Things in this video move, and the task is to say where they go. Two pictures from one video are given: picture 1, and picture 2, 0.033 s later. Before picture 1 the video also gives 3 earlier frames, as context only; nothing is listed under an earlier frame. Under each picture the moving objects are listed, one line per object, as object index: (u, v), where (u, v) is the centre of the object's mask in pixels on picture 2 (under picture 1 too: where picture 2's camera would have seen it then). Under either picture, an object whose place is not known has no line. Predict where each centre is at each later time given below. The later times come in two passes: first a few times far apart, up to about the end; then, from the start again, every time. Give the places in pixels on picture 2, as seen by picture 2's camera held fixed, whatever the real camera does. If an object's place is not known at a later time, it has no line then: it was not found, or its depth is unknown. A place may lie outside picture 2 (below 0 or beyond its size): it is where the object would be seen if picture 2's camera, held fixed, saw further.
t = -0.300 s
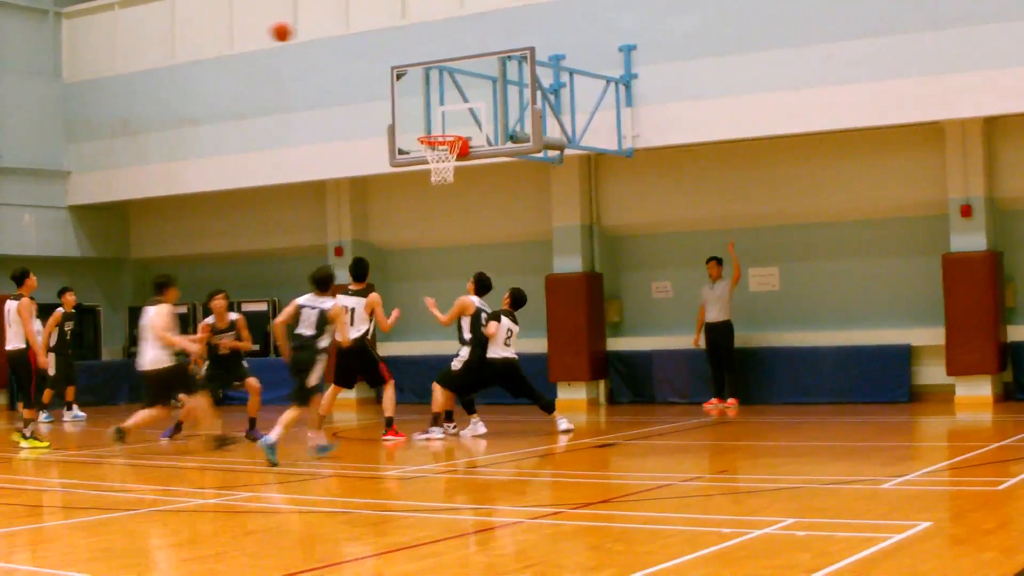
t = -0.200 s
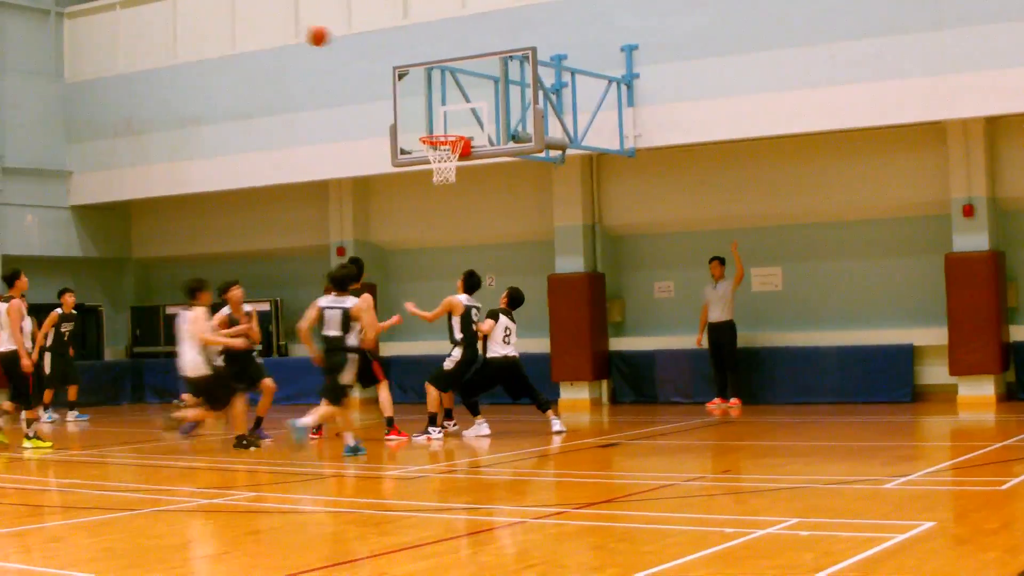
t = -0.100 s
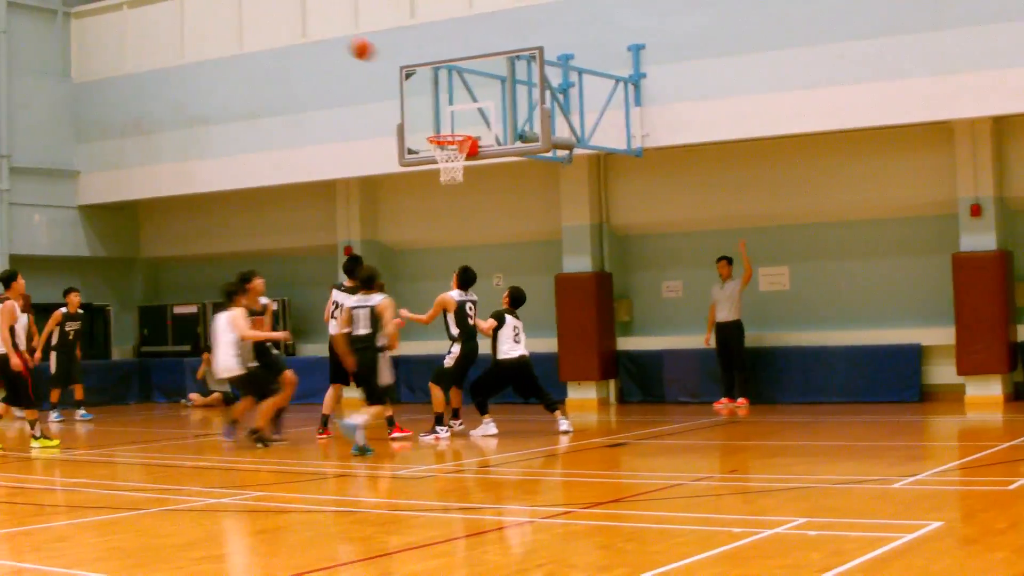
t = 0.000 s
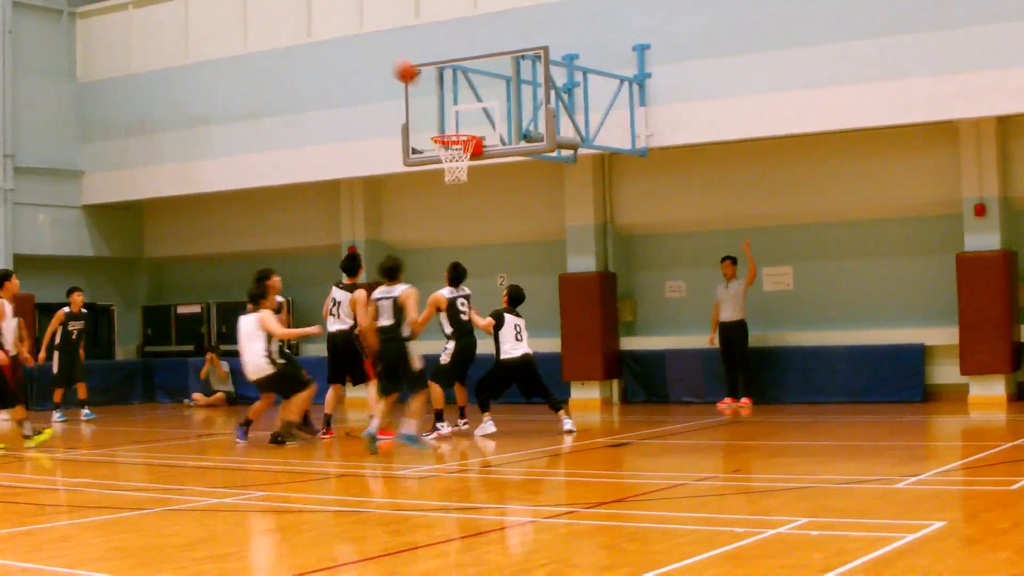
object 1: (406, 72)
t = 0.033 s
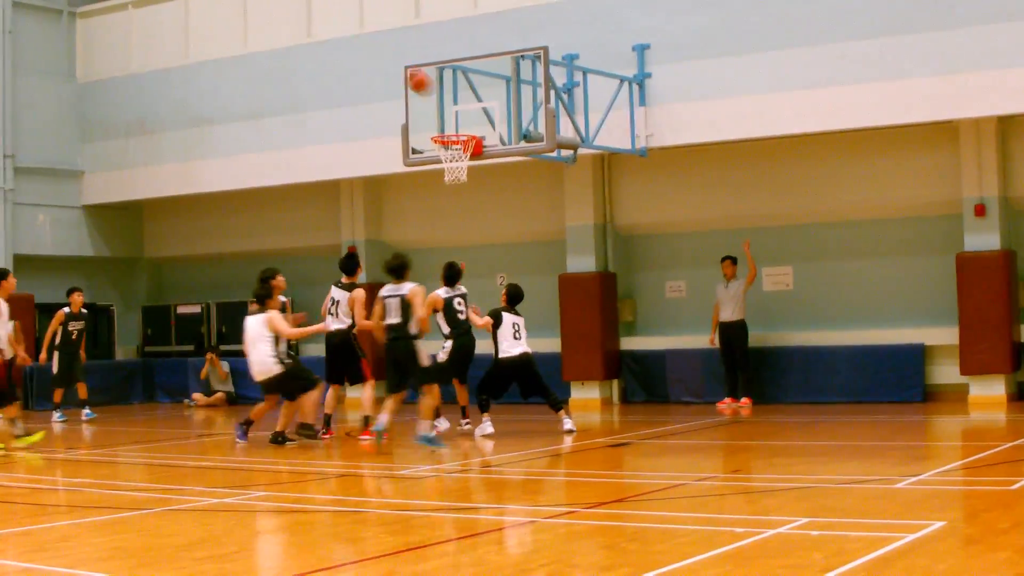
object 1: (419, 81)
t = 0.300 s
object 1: (458, 70)
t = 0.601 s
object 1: (437, 11)
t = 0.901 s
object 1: (419, 33)
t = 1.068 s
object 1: (410, 80)
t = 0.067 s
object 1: (433, 93)
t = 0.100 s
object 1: (446, 105)
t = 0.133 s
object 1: (460, 117)
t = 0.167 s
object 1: (468, 121)
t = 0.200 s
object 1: (466, 107)
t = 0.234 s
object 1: (463, 94)
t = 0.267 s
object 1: (460, 81)
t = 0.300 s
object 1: (458, 70)
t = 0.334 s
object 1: (455, 59)
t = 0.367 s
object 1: (453, 49)
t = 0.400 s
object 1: (450, 41)
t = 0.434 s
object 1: (448, 33)
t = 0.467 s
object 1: (446, 27)
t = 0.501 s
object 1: (444, 22)
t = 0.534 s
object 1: (442, 17)
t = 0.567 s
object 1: (440, 14)
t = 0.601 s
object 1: (437, 11)
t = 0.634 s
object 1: (435, 10)
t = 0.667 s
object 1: (433, 9)
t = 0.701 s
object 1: (431, 10)
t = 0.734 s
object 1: (429, 11)
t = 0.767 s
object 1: (427, 14)
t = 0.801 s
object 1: (425, 17)
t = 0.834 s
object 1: (423, 21)
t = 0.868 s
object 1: (421, 27)
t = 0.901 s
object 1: (419, 33)
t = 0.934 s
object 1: (418, 41)
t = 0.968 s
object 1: (415, 49)
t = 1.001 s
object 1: (414, 59)
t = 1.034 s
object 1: (412, 69)
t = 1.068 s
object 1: (410, 80)
